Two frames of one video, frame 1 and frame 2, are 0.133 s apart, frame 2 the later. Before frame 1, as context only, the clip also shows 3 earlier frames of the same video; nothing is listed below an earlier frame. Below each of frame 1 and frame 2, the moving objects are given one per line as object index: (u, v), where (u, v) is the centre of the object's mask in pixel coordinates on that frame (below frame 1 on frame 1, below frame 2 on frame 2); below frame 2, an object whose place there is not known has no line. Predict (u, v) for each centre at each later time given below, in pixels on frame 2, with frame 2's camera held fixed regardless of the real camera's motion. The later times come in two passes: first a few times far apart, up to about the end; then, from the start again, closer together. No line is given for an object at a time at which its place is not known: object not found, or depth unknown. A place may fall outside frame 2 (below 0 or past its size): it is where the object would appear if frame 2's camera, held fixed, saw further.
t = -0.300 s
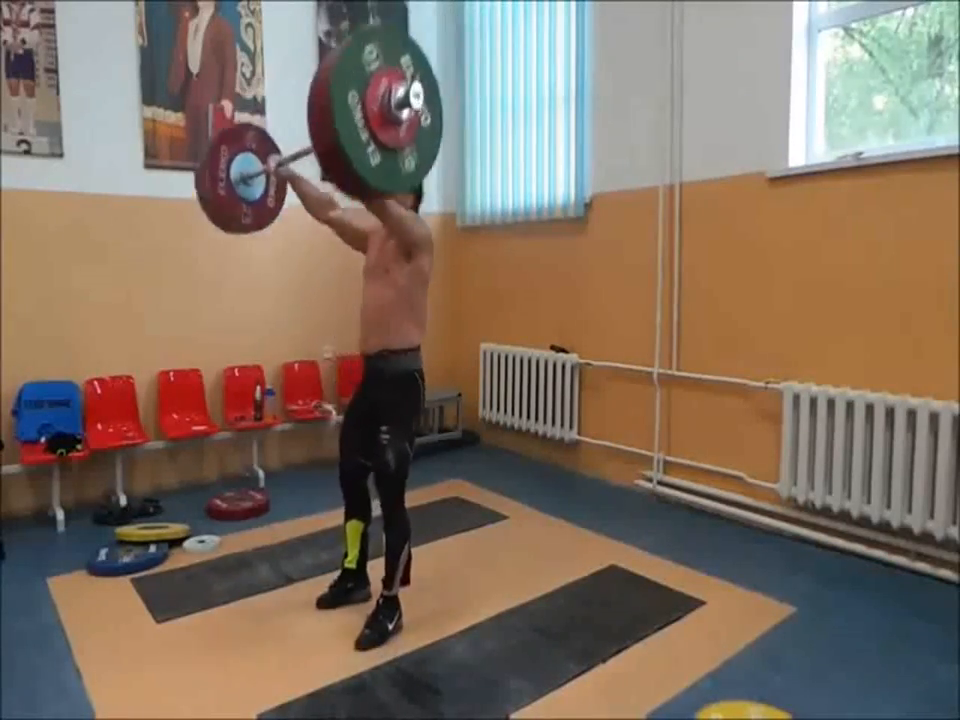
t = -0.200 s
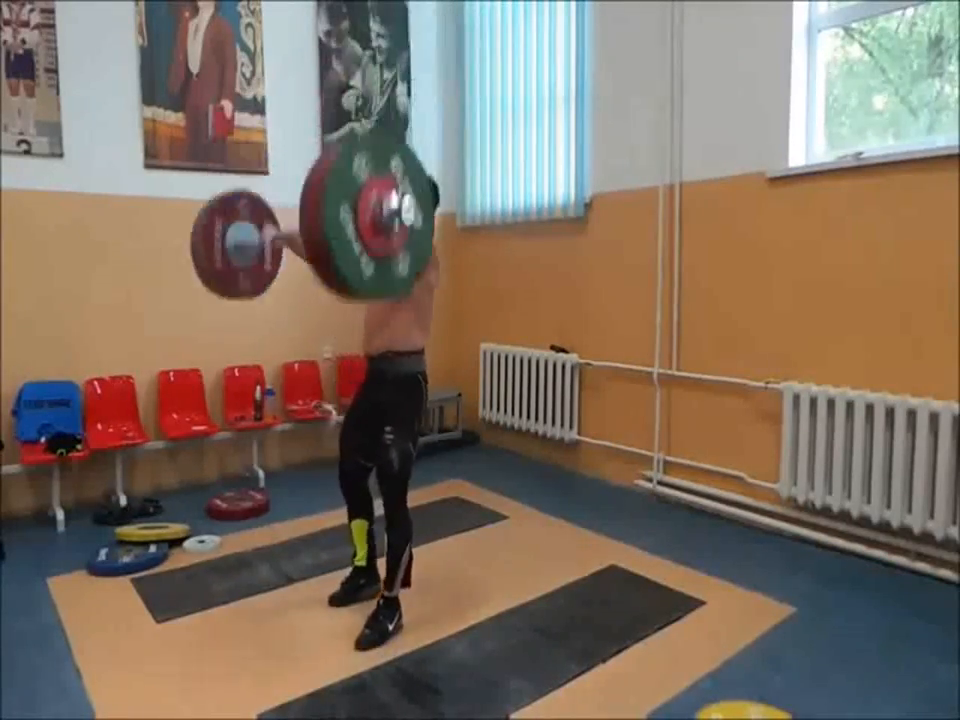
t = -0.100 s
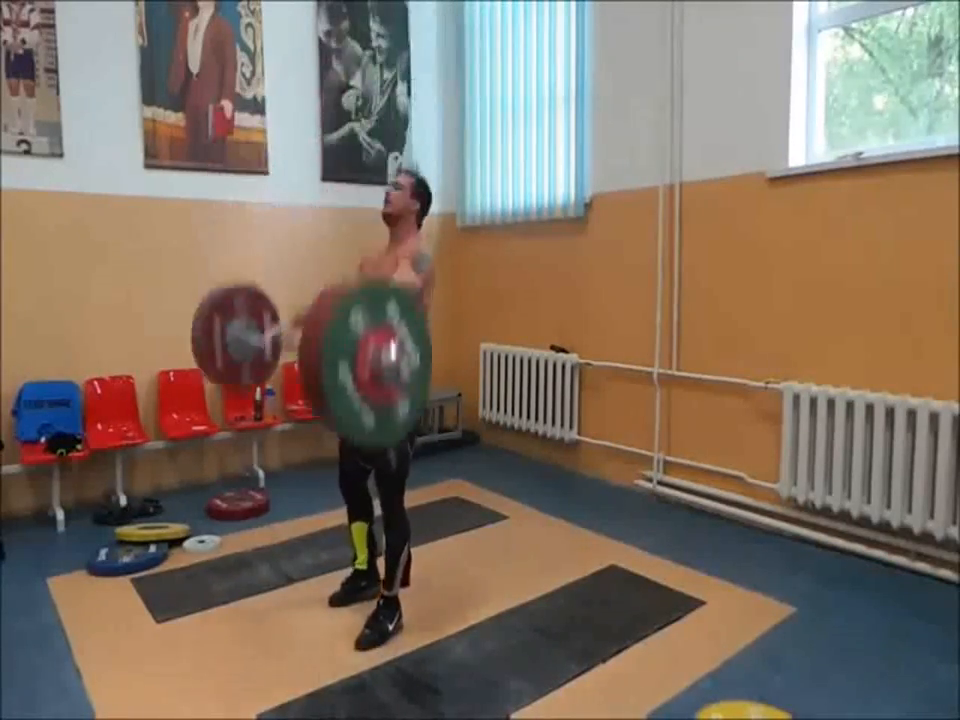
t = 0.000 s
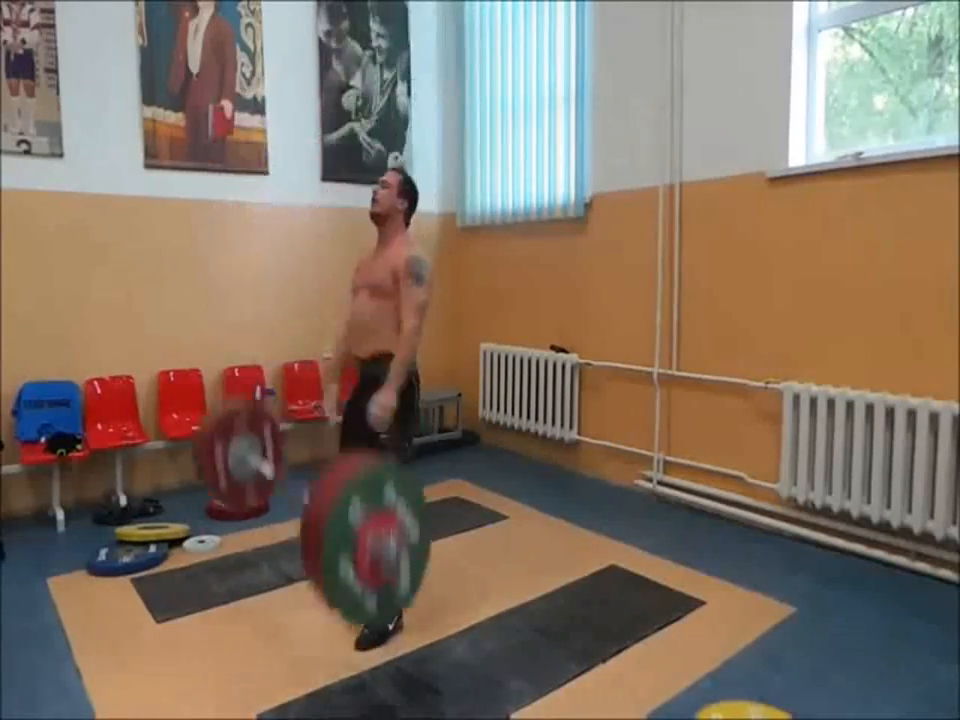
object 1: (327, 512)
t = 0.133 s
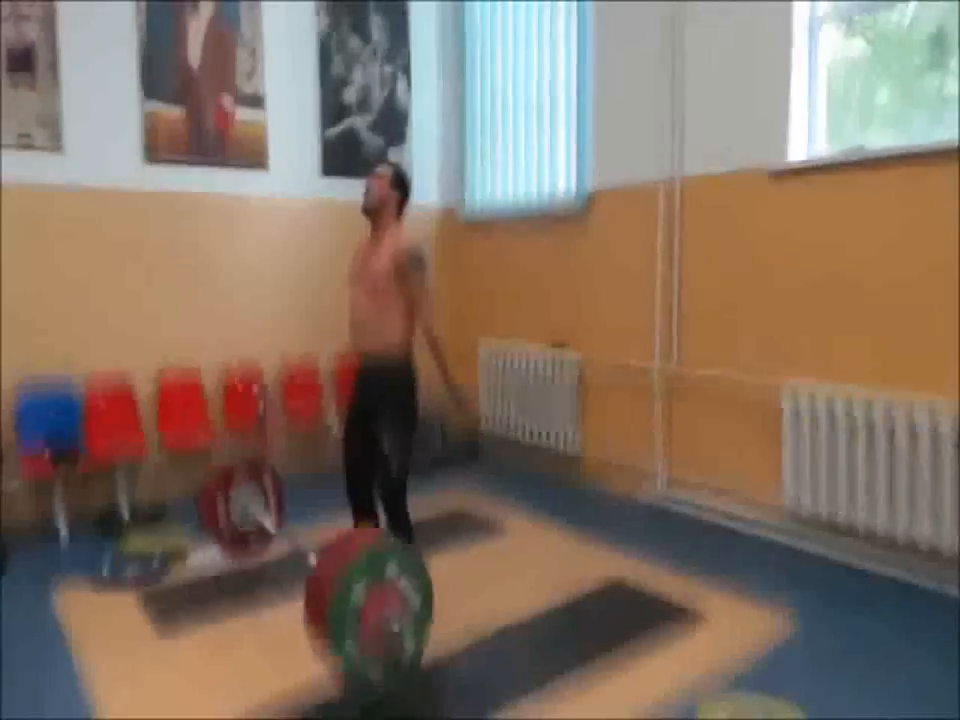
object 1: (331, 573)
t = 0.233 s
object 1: (324, 504)
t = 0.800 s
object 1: (335, 598)
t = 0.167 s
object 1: (323, 541)
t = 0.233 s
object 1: (324, 504)
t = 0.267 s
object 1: (327, 494)
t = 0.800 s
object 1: (335, 598)
